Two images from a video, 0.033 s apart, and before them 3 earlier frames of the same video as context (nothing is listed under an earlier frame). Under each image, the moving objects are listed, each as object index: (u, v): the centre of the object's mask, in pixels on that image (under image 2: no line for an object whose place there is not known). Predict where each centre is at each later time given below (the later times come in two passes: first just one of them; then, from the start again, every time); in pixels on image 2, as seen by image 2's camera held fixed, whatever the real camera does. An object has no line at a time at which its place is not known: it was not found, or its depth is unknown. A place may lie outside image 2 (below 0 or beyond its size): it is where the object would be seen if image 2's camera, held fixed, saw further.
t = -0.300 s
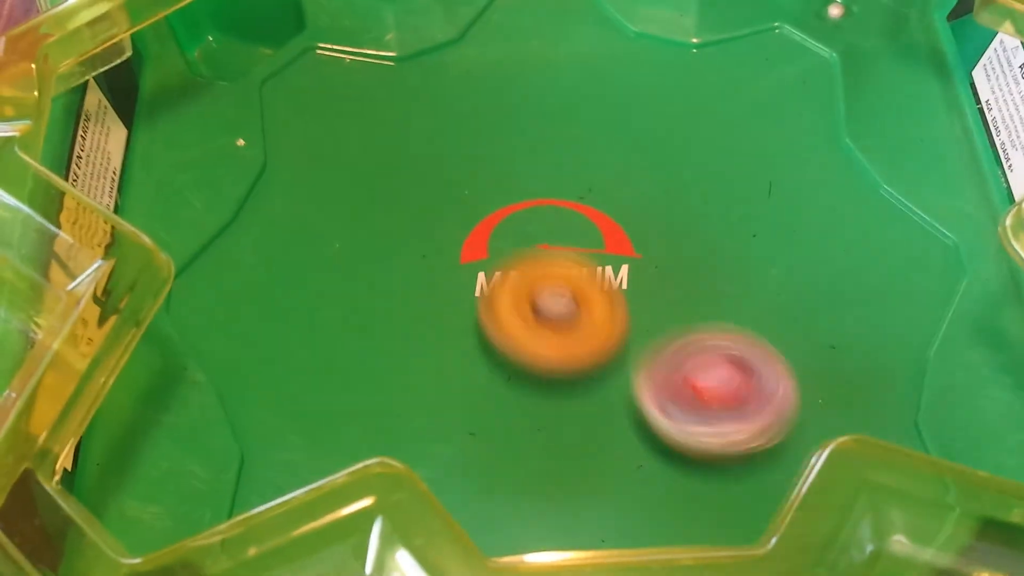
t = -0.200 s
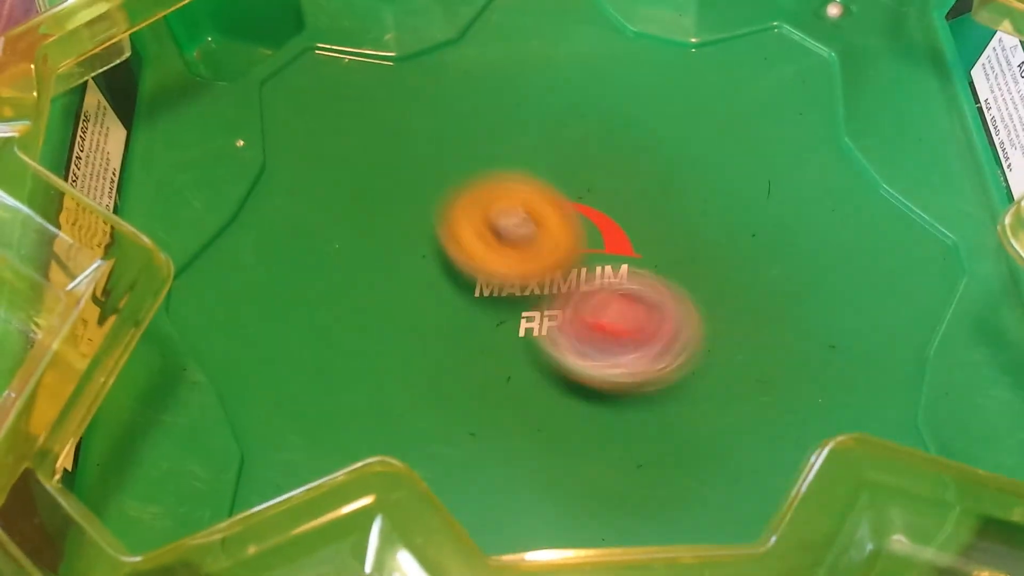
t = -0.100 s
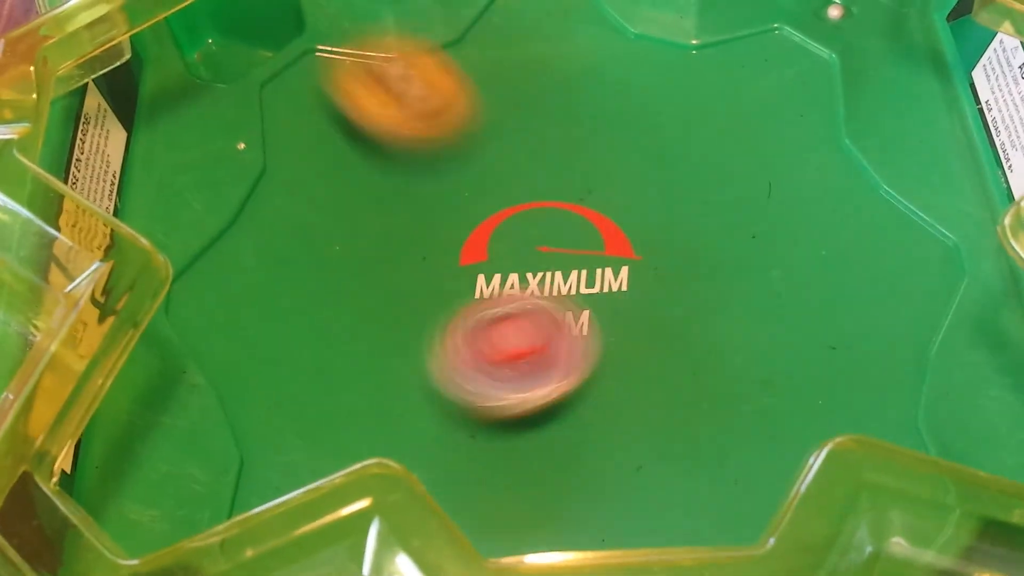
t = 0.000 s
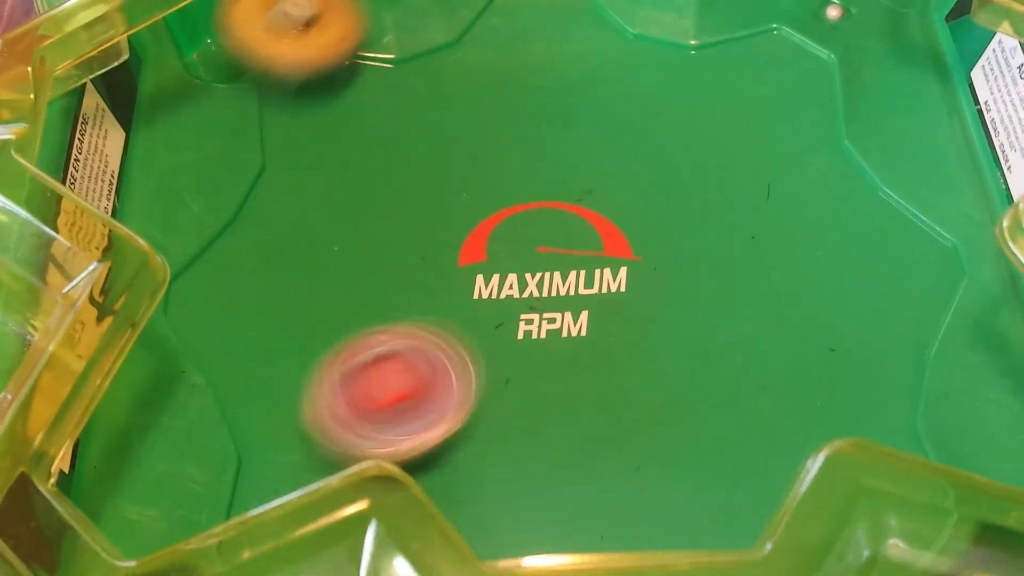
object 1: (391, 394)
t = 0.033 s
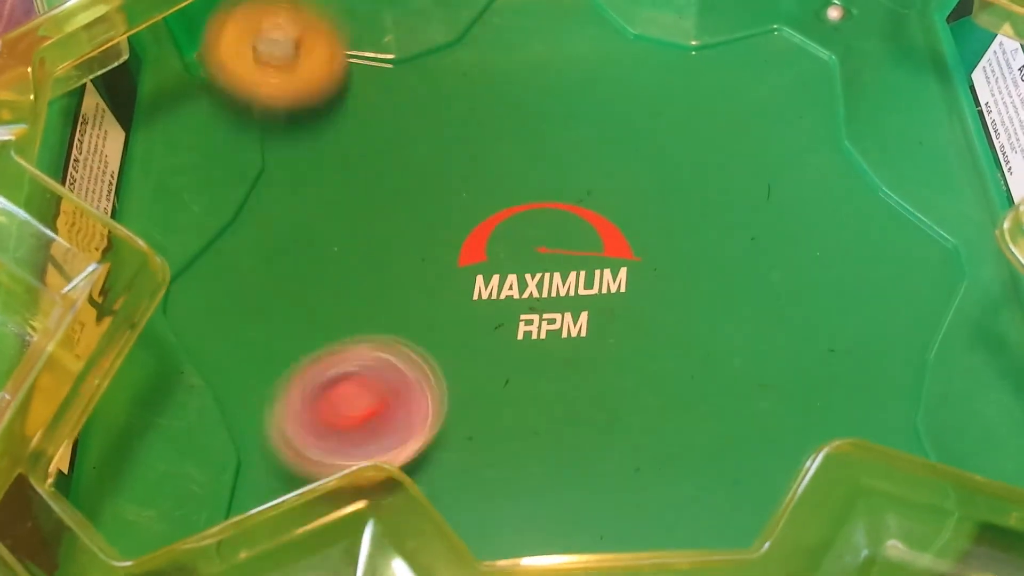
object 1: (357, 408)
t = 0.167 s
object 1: (295, 467)
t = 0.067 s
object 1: (328, 424)
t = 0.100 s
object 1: (306, 439)
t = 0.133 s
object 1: (295, 454)
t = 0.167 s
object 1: (295, 467)
